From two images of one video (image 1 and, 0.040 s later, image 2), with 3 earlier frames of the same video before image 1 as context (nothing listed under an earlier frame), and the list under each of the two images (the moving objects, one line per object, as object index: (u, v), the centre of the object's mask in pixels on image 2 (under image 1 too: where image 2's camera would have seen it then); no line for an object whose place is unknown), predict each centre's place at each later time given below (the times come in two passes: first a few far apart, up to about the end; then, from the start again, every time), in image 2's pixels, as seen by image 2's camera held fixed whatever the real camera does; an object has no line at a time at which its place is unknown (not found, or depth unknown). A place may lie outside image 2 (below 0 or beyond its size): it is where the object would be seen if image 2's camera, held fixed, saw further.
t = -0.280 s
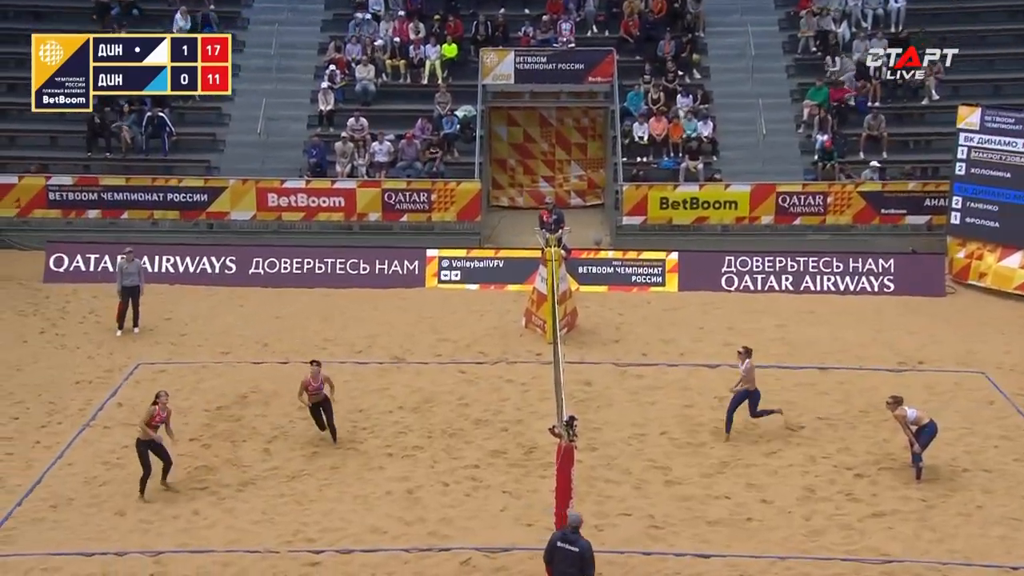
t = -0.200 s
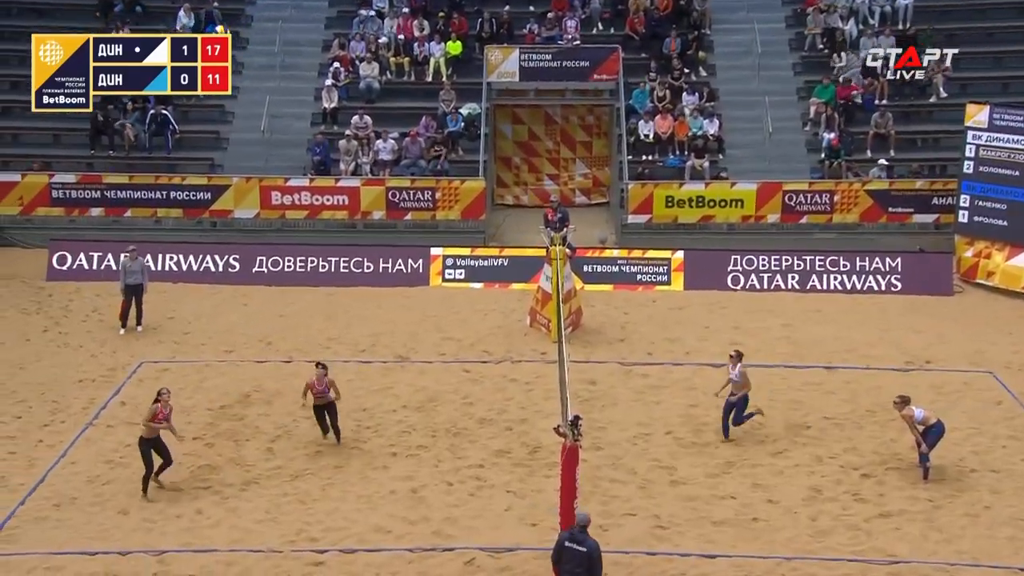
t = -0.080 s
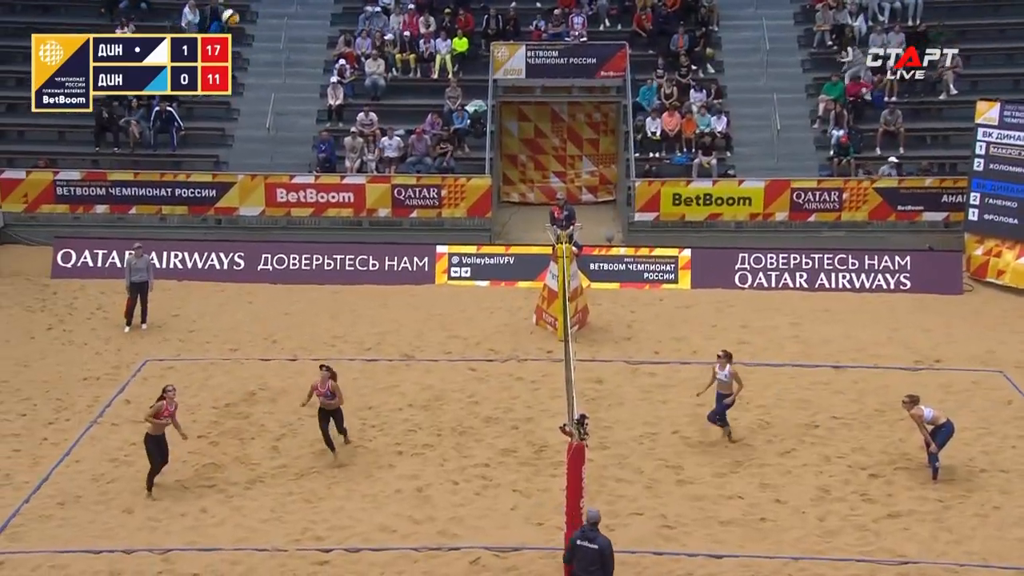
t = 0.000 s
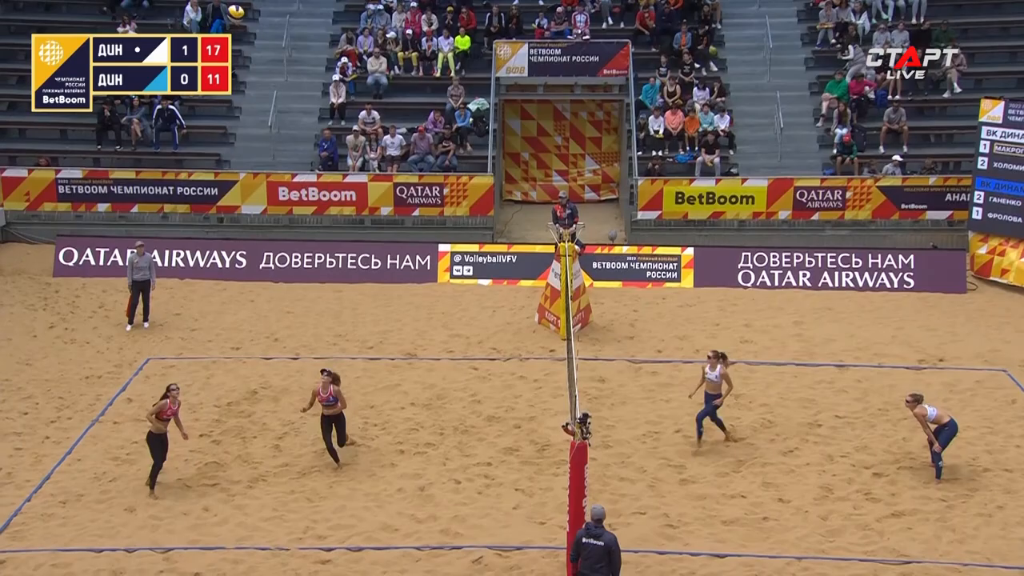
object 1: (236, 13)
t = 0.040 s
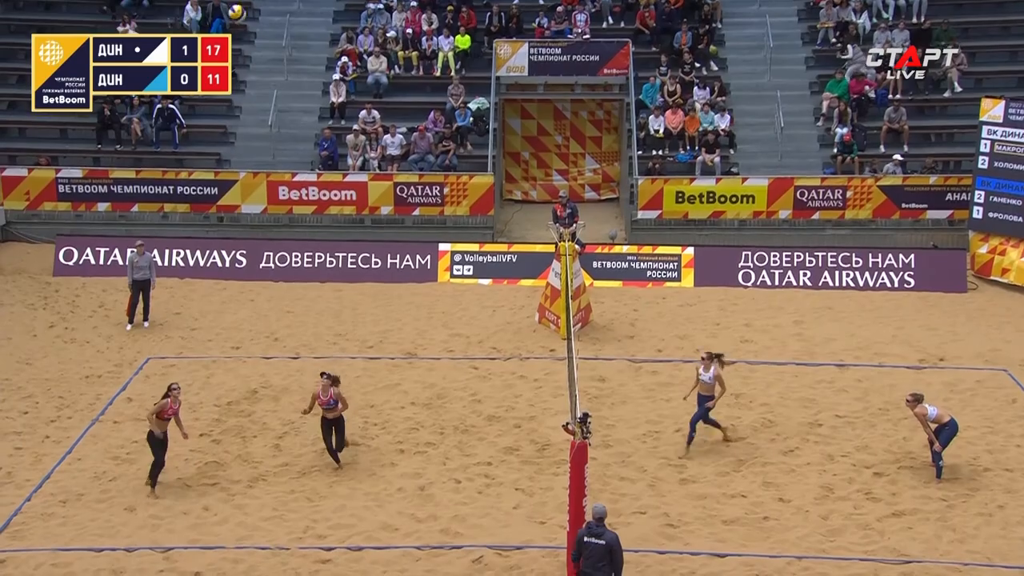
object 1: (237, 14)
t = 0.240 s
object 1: (247, 35)
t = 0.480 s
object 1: (260, 101)
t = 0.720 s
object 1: (276, 206)
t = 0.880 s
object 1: (288, 296)
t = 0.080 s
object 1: (238, 16)
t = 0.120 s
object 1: (240, 19)
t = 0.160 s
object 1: (242, 22)
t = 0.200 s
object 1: (244, 29)
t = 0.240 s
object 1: (247, 35)
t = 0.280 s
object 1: (248, 42)
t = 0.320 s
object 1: (250, 53)
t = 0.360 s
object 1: (253, 63)
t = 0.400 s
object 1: (255, 74)
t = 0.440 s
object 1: (257, 87)
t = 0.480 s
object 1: (260, 101)
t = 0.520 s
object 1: (263, 115)
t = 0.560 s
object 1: (265, 132)
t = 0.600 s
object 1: (269, 149)
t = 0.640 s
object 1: (271, 165)
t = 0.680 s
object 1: (273, 185)
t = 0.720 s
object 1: (276, 206)
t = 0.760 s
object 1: (280, 226)
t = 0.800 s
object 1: (282, 249)
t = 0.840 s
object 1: (285, 273)
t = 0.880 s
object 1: (288, 296)
